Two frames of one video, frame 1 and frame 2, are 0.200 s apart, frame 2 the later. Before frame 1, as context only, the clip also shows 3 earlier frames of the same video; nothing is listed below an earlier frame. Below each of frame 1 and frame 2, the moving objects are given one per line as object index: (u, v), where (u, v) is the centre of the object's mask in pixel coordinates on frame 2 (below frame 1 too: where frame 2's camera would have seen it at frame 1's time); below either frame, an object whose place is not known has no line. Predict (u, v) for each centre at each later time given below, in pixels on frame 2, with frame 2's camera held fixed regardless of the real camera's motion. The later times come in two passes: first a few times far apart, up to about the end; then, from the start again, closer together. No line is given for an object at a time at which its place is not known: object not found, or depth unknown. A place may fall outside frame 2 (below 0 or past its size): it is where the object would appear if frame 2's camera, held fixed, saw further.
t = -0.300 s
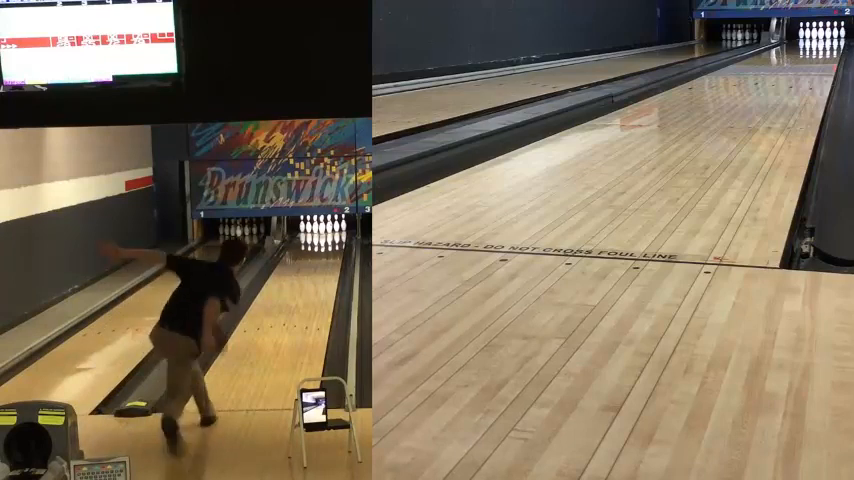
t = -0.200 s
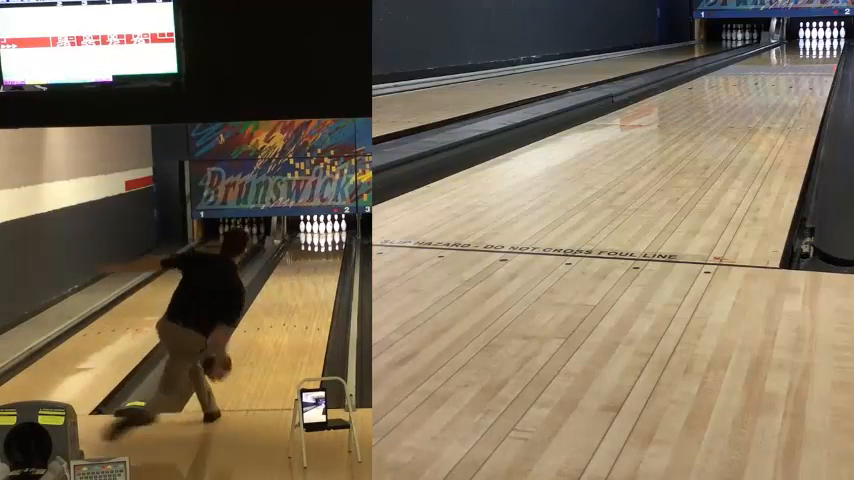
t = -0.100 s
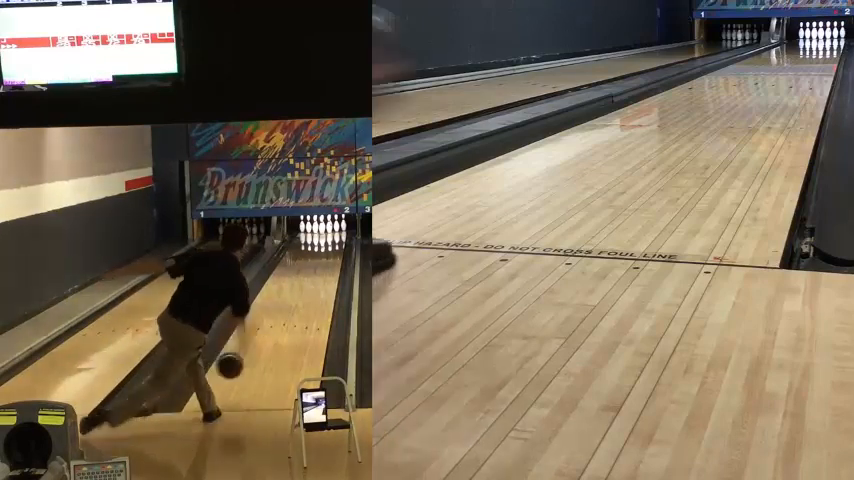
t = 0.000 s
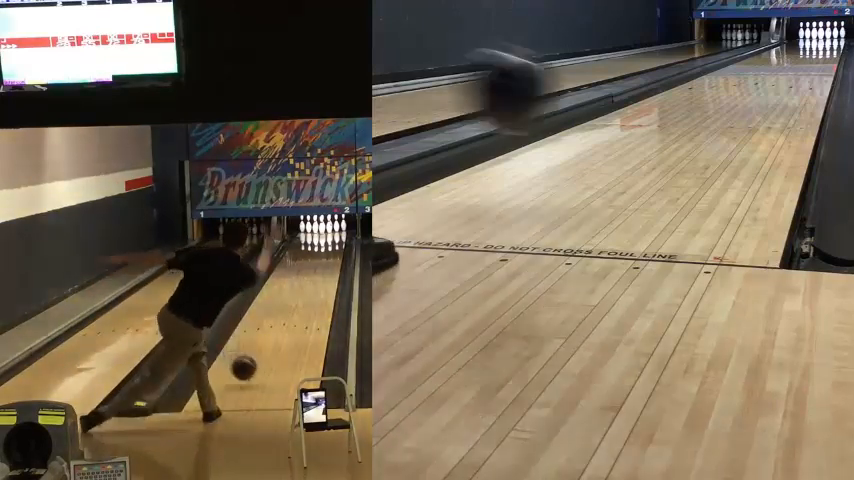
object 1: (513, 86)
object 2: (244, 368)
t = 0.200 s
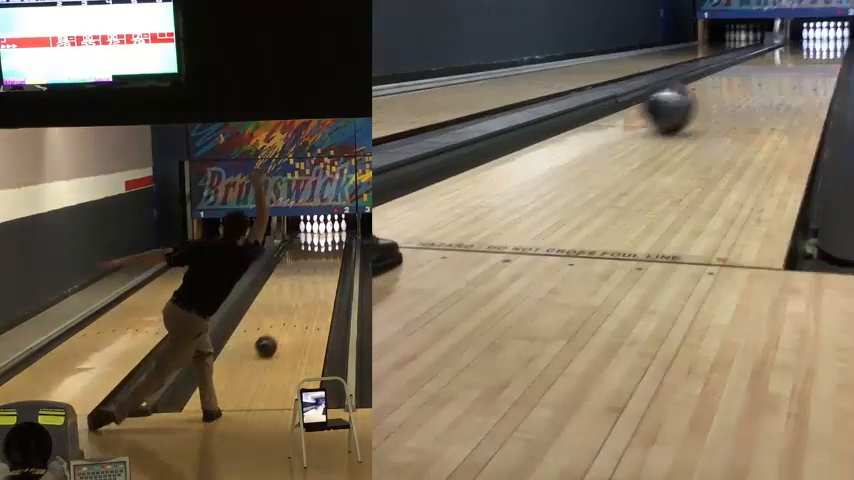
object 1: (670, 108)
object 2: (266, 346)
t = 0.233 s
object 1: (684, 105)
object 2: (269, 342)
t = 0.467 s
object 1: (750, 78)
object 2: (287, 317)
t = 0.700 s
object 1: (784, 63)
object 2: (301, 297)
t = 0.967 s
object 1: (807, 54)
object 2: (313, 280)
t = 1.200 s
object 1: (821, 48)
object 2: (322, 267)
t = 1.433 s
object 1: (830, 44)
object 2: (329, 258)
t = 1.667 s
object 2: (334, 248)
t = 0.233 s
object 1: (684, 105)
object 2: (269, 342)
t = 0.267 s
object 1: (697, 100)
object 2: (272, 338)
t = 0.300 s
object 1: (708, 95)
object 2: (275, 334)
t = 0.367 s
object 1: (728, 87)
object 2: (280, 327)
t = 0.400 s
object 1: (735, 84)
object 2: (282, 324)
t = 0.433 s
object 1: (743, 81)
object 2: (285, 320)
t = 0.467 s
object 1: (750, 78)
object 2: (287, 317)
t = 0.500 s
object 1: (755, 76)
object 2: (289, 314)
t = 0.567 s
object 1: (767, 71)
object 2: (293, 308)
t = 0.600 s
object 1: (771, 68)
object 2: (296, 305)
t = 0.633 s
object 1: (776, 67)
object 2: (298, 302)
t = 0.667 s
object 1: (780, 64)
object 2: (300, 300)
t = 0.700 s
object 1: (784, 63)
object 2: (301, 297)
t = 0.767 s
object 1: (791, 59)
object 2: (305, 292)
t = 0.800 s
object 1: (793, 59)
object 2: (306, 290)
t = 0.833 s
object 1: (797, 58)
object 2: (308, 288)
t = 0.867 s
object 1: (800, 57)
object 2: (310, 285)
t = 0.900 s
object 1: (802, 56)
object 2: (311, 283)
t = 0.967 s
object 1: (807, 54)
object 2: (313, 280)
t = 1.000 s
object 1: (810, 53)
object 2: (315, 278)
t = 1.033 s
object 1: (813, 52)
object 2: (317, 276)
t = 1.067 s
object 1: (813, 51)
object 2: (318, 274)
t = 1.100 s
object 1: (816, 50)
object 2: (319, 272)
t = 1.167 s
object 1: (820, 49)
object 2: (321, 269)
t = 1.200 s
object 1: (821, 48)
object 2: (322, 267)
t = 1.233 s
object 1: (822, 47)
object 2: (323, 266)
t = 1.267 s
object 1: (824, 47)
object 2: (325, 264)
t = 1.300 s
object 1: (826, 46)
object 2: (325, 264)
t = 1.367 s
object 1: (827, 45)
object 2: (328, 260)
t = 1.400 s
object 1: (828, 45)
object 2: (328, 259)
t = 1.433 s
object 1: (830, 44)
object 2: (329, 258)
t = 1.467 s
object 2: (330, 256)
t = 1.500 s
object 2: (330, 255)
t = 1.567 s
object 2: (332, 252)
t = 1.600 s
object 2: (333, 250)
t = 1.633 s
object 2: (333, 249)
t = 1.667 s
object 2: (334, 248)
